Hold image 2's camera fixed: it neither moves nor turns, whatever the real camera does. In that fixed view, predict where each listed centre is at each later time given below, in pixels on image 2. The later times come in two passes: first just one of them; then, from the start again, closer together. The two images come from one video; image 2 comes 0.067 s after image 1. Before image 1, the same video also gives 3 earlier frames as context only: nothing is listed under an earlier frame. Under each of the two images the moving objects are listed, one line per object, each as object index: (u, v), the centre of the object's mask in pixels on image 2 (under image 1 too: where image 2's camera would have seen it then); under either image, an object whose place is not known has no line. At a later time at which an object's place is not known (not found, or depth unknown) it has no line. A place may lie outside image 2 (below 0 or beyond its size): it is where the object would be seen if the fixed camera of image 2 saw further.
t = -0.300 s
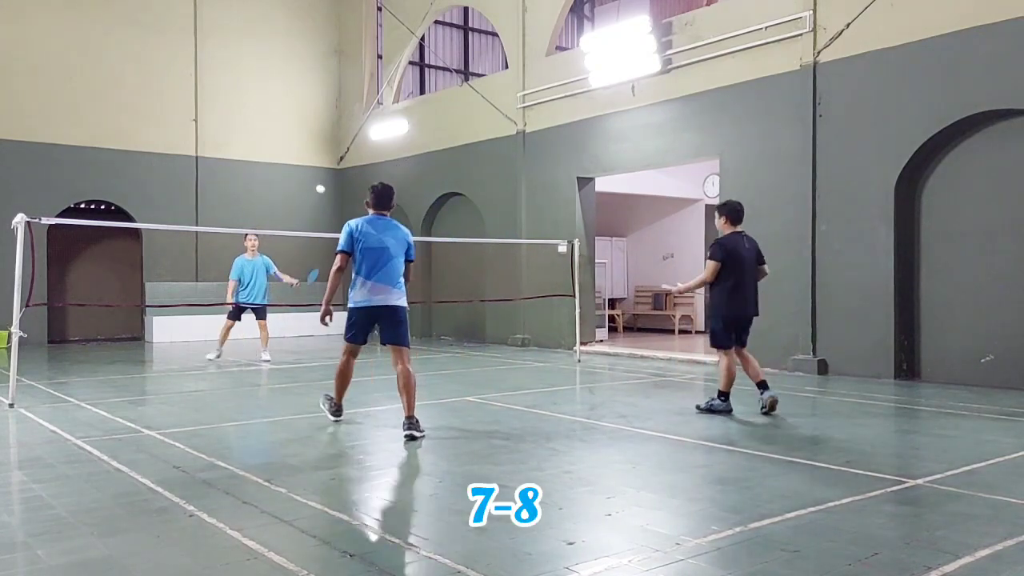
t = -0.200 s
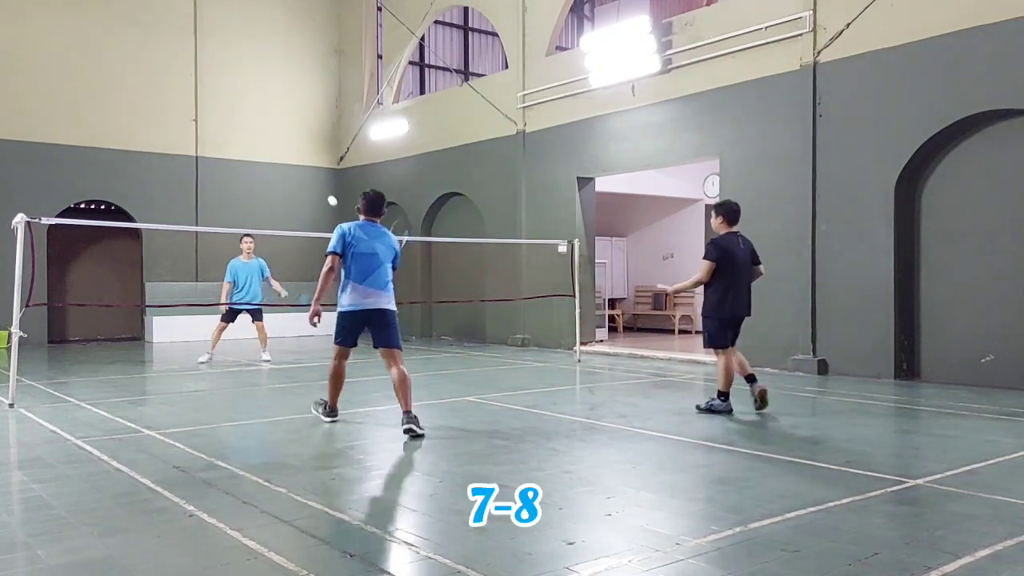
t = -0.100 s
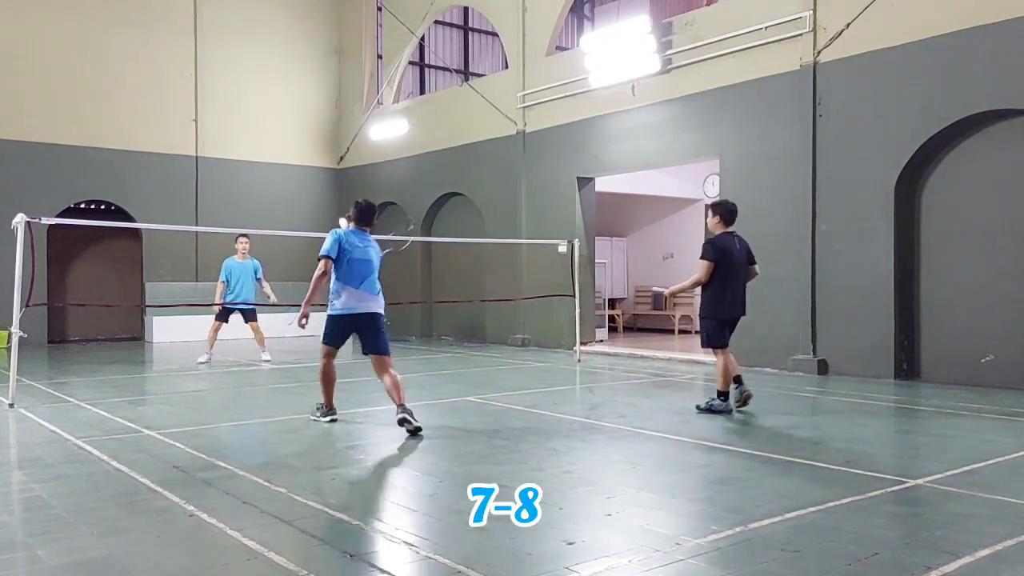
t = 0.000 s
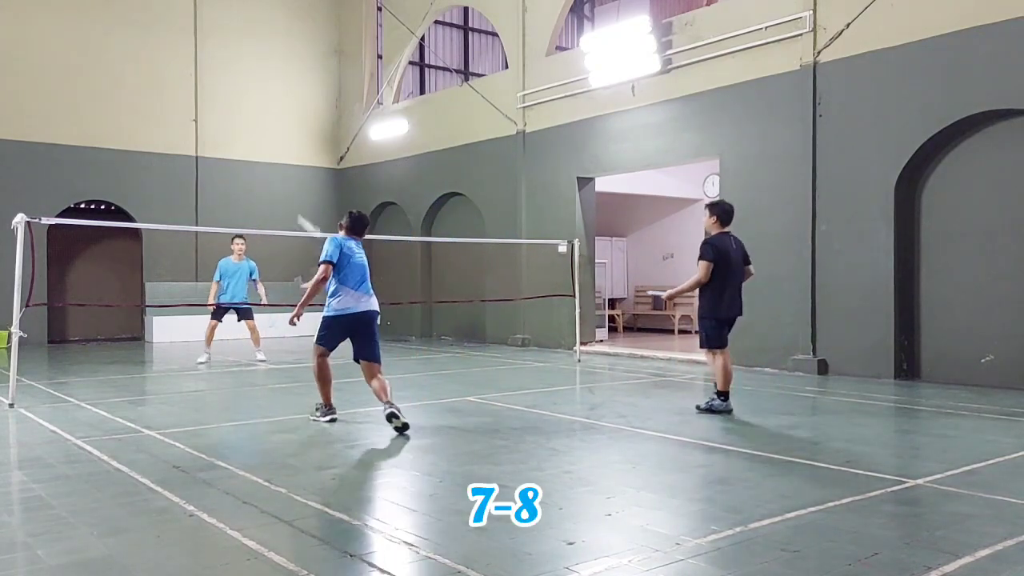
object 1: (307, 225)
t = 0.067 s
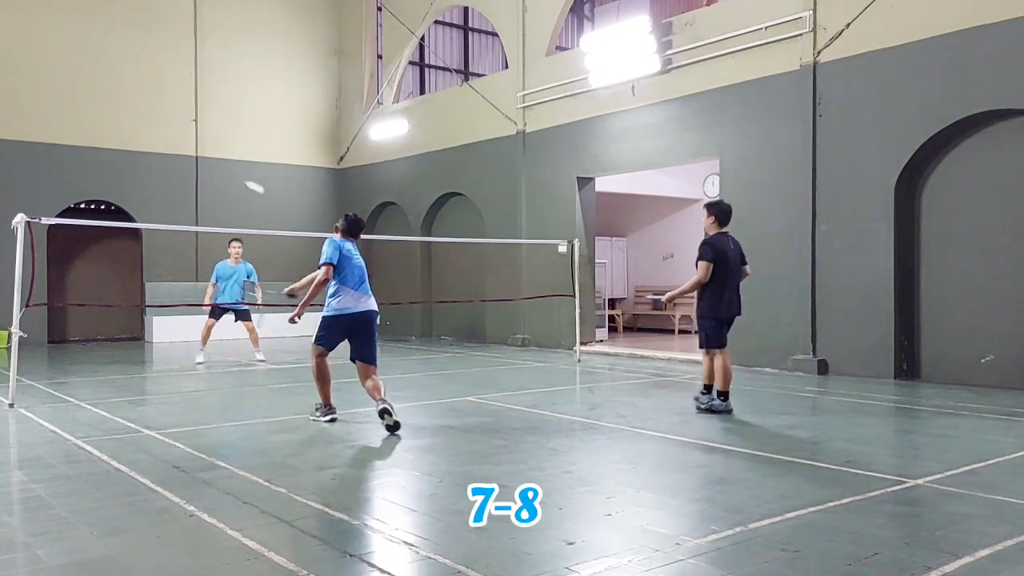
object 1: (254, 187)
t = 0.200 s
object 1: (183, 152)
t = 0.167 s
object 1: (197, 158)
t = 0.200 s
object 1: (183, 152)
